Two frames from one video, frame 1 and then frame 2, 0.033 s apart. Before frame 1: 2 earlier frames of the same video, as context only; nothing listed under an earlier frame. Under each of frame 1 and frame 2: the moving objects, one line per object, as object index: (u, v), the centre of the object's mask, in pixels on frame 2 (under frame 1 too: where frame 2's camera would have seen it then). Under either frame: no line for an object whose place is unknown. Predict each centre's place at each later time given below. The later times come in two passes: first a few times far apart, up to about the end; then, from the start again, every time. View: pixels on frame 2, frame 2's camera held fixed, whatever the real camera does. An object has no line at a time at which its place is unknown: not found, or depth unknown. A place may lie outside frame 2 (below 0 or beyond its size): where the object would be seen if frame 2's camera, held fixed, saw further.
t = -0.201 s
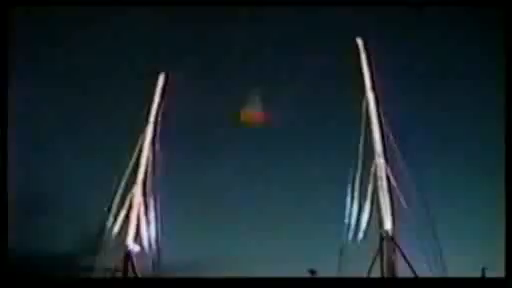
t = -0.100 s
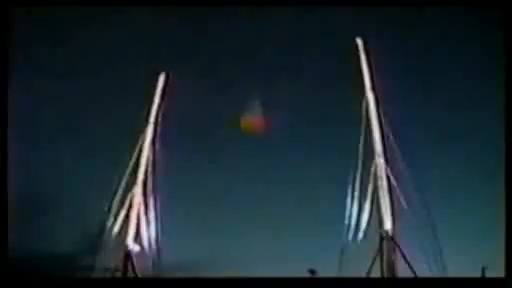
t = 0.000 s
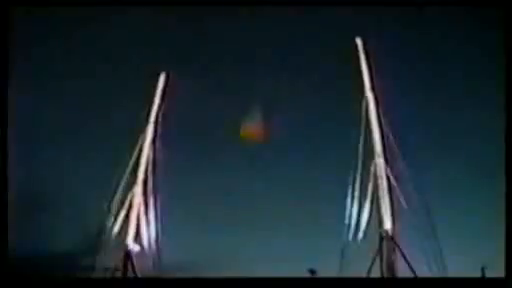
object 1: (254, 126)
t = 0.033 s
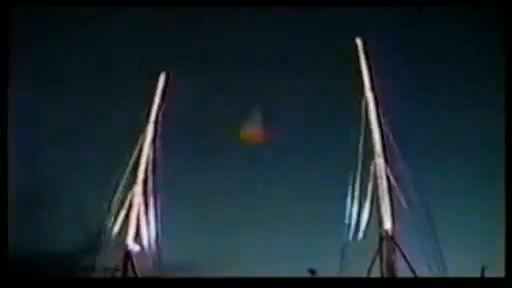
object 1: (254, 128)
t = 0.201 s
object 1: (252, 143)
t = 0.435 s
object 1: (252, 162)
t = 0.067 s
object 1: (254, 130)
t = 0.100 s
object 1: (254, 135)
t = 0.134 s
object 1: (253, 138)
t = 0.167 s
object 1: (254, 140)
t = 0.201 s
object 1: (252, 143)
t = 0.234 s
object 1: (252, 146)
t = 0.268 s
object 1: (252, 149)
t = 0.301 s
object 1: (253, 151)
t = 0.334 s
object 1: (253, 154)
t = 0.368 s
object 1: (252, 157)
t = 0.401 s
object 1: (252, 160)
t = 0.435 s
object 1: (252, 162)
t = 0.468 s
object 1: (252, 165)
